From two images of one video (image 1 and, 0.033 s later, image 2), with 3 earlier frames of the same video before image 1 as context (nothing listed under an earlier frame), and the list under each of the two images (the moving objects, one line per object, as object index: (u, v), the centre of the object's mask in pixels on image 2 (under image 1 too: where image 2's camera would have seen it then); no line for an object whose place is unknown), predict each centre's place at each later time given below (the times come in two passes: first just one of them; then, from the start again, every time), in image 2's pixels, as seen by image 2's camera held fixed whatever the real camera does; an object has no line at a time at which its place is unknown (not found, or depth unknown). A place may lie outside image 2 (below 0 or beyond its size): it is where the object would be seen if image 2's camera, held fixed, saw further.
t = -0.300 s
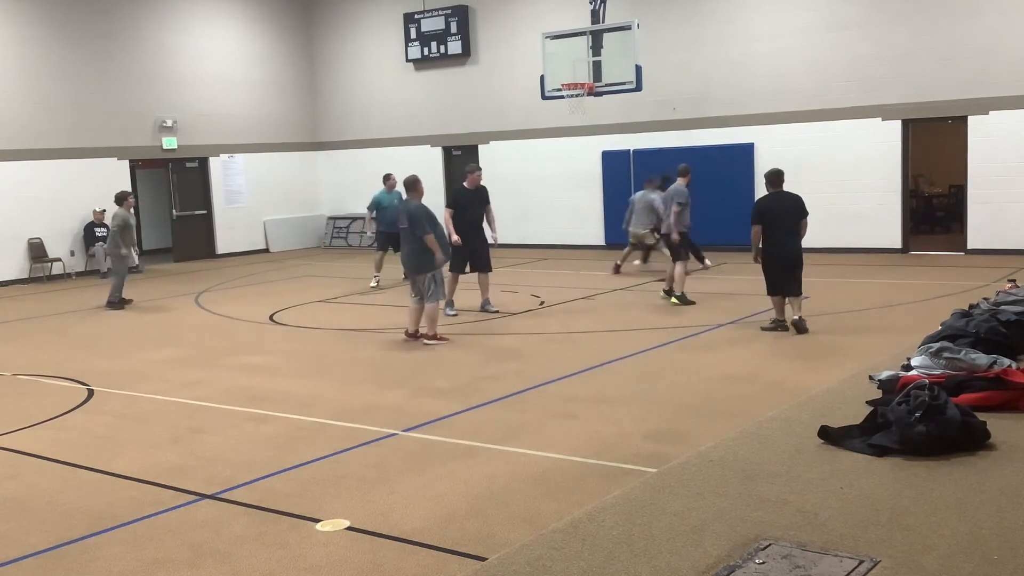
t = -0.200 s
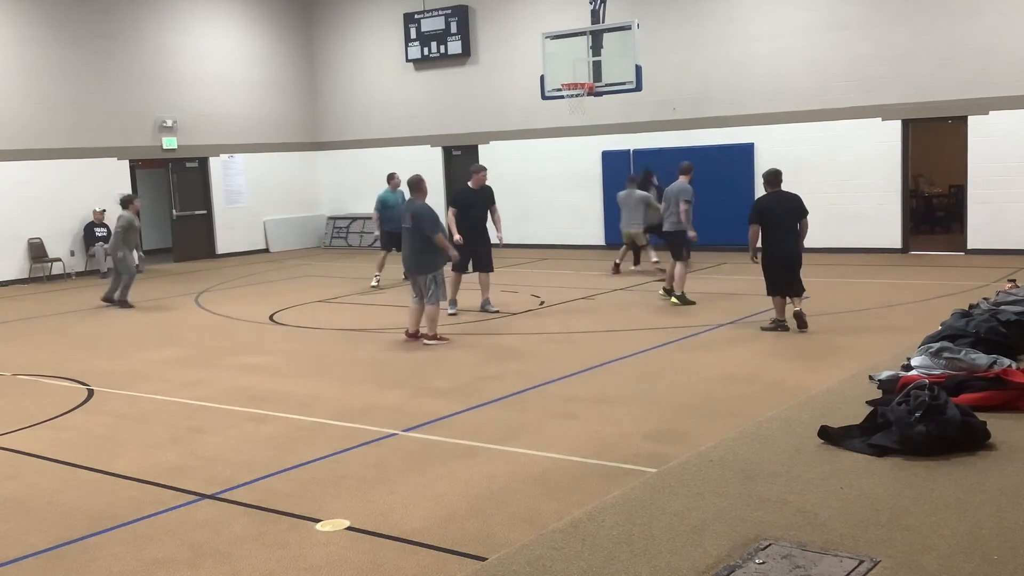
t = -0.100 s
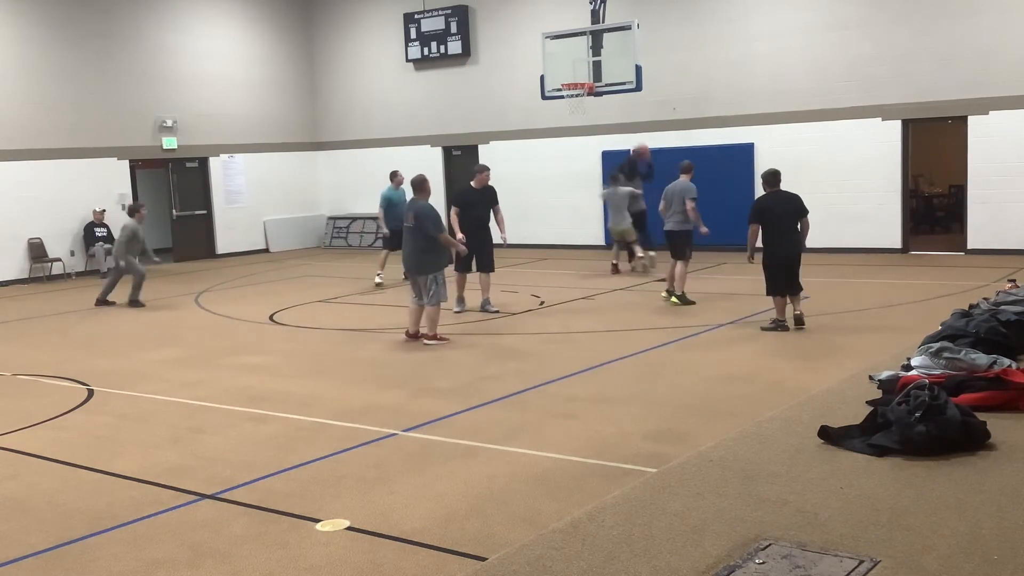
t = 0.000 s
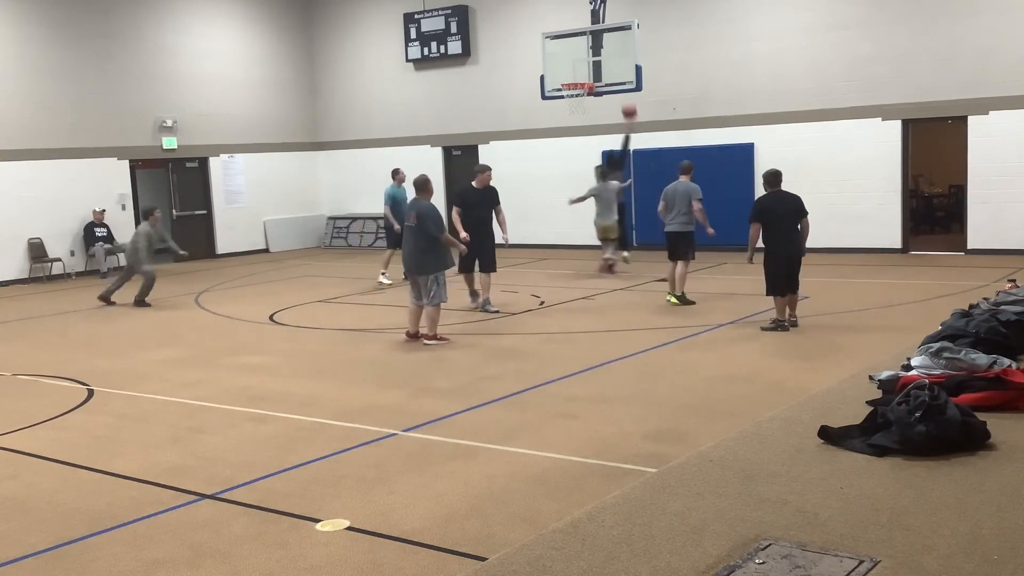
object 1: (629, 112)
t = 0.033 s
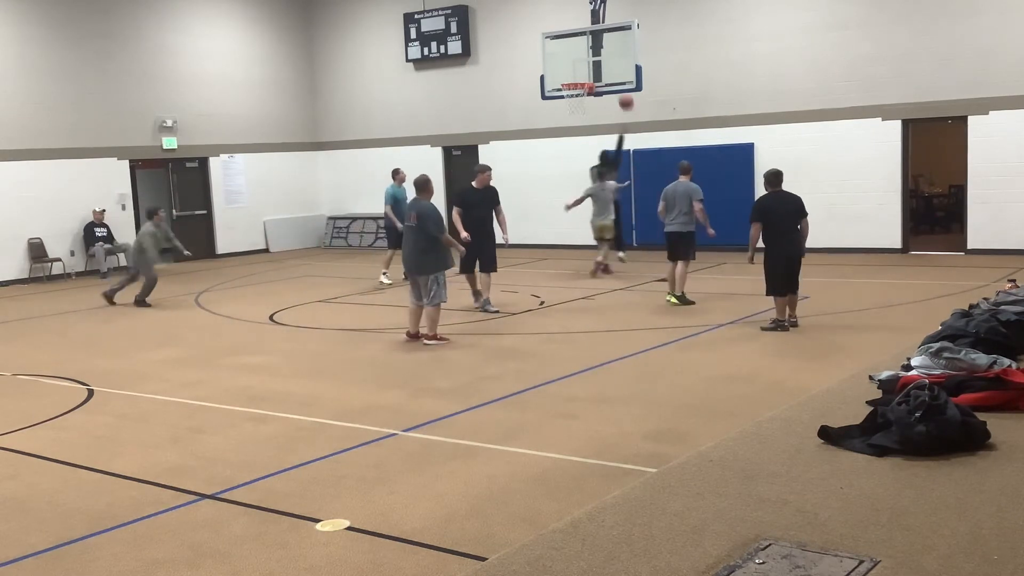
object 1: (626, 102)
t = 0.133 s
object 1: (617, 76)
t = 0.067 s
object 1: (622, 93)
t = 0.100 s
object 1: (620, 84)
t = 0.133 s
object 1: (617, 76)
